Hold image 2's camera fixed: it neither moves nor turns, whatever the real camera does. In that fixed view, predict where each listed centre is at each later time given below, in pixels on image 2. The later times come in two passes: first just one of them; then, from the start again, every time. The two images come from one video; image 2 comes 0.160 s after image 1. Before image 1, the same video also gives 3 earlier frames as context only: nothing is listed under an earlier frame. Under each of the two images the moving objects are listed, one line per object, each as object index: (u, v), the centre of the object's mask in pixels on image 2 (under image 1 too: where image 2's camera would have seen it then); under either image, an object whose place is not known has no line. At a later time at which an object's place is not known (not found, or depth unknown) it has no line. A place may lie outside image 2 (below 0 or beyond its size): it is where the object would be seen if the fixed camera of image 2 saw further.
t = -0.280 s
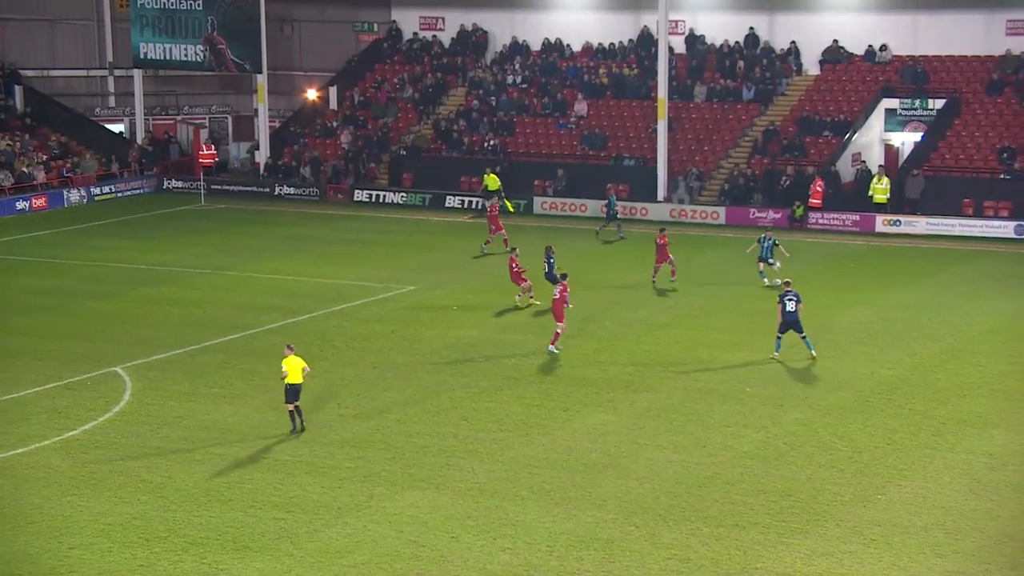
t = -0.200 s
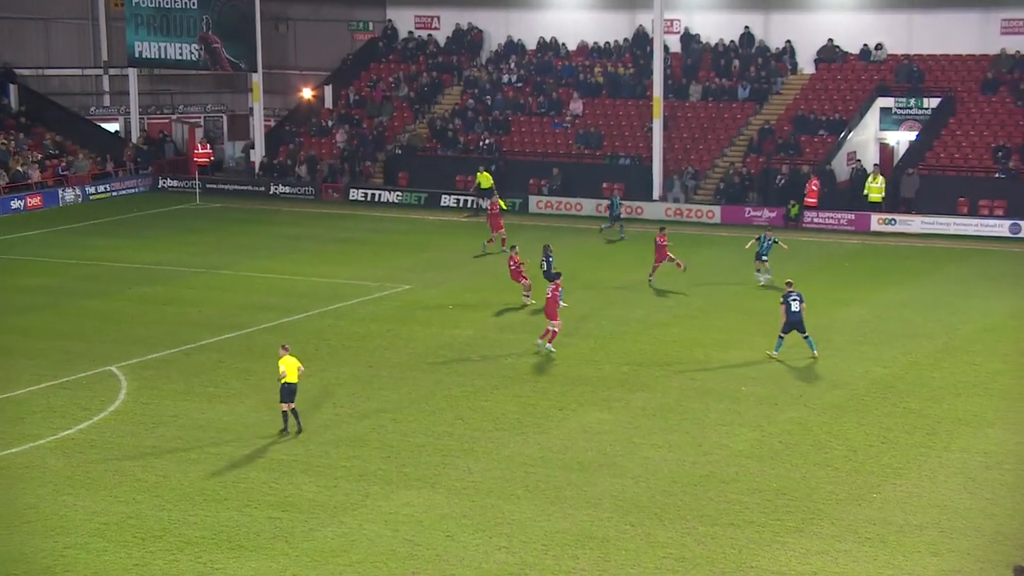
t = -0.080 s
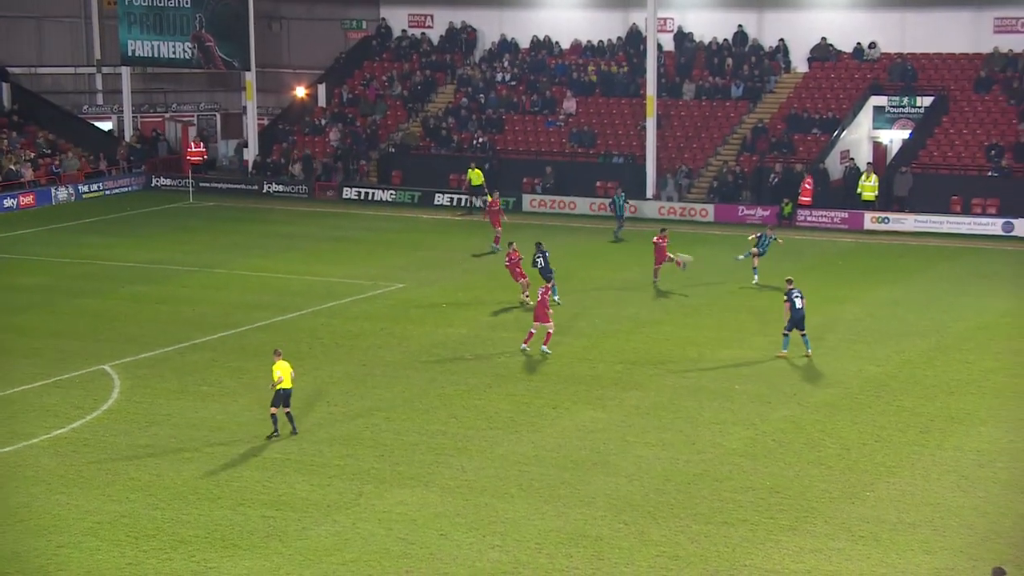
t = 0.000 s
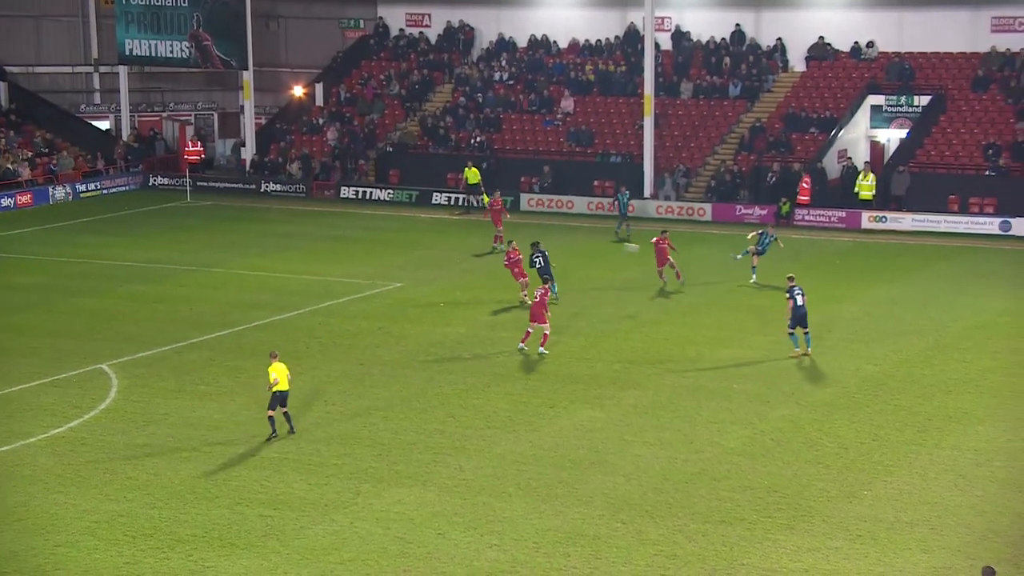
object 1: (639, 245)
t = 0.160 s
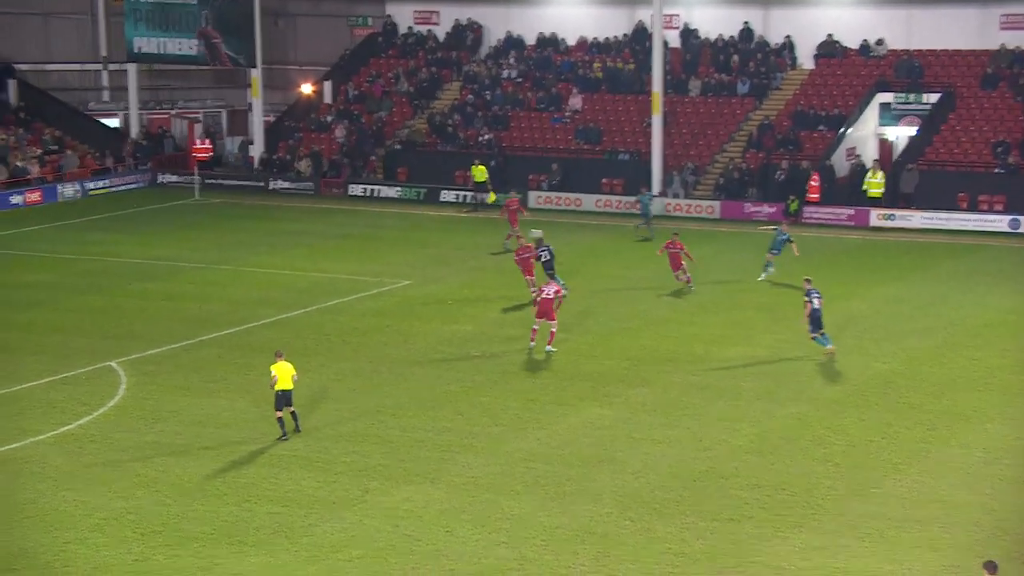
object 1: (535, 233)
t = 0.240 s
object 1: (481, 231)
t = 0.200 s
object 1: (508, 232)
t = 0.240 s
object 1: (481, 231)
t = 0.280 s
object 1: (454, 231)
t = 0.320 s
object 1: (427, 231)
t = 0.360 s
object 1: (399, 232)
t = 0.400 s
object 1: (371, 234)
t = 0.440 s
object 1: (340, 234)
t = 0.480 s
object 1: (314, 238)
